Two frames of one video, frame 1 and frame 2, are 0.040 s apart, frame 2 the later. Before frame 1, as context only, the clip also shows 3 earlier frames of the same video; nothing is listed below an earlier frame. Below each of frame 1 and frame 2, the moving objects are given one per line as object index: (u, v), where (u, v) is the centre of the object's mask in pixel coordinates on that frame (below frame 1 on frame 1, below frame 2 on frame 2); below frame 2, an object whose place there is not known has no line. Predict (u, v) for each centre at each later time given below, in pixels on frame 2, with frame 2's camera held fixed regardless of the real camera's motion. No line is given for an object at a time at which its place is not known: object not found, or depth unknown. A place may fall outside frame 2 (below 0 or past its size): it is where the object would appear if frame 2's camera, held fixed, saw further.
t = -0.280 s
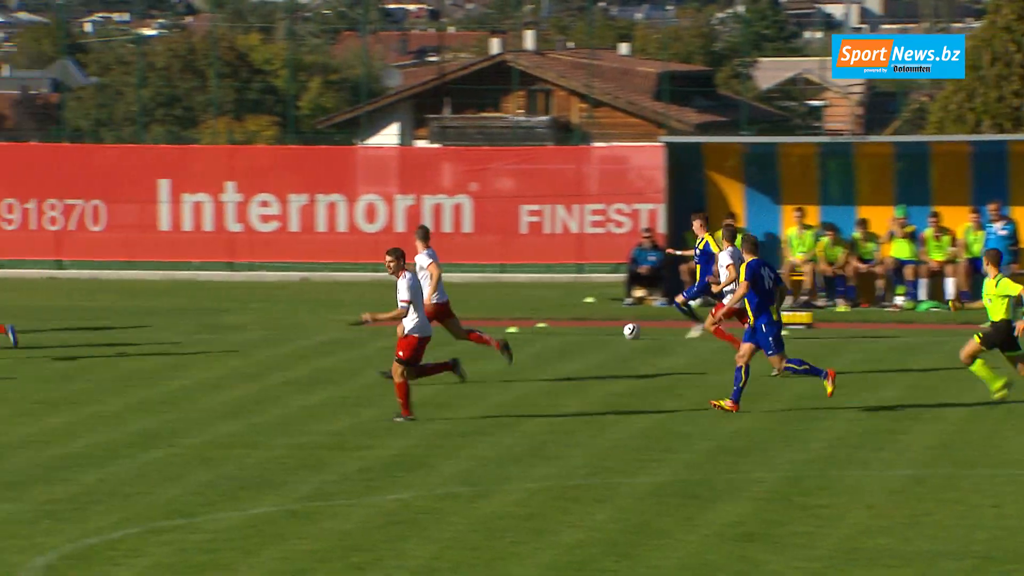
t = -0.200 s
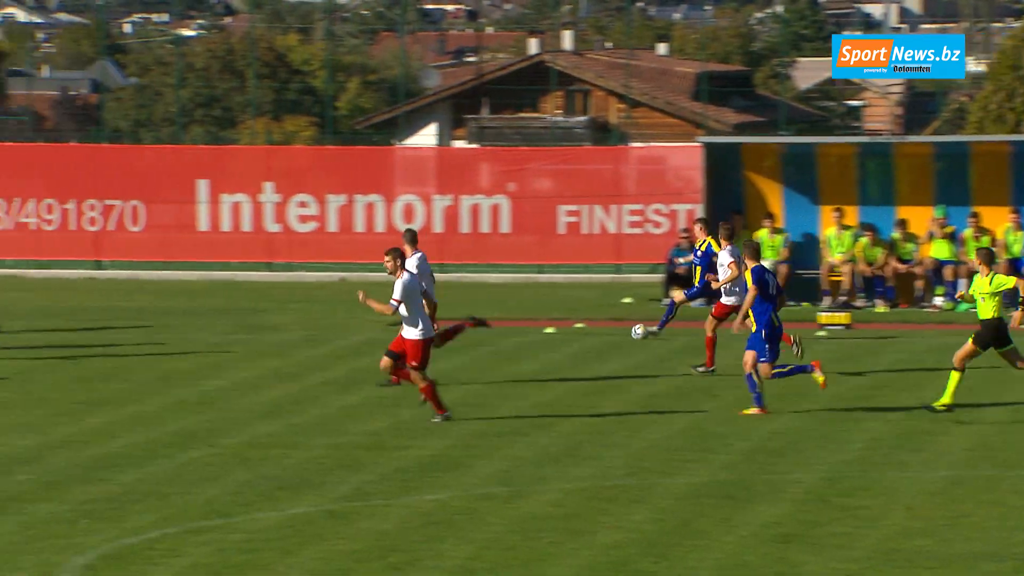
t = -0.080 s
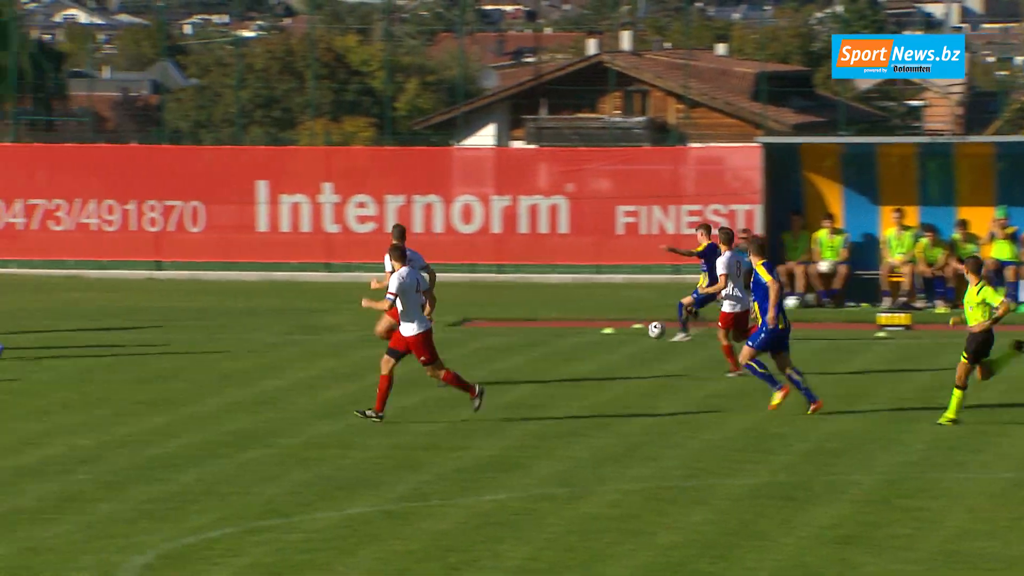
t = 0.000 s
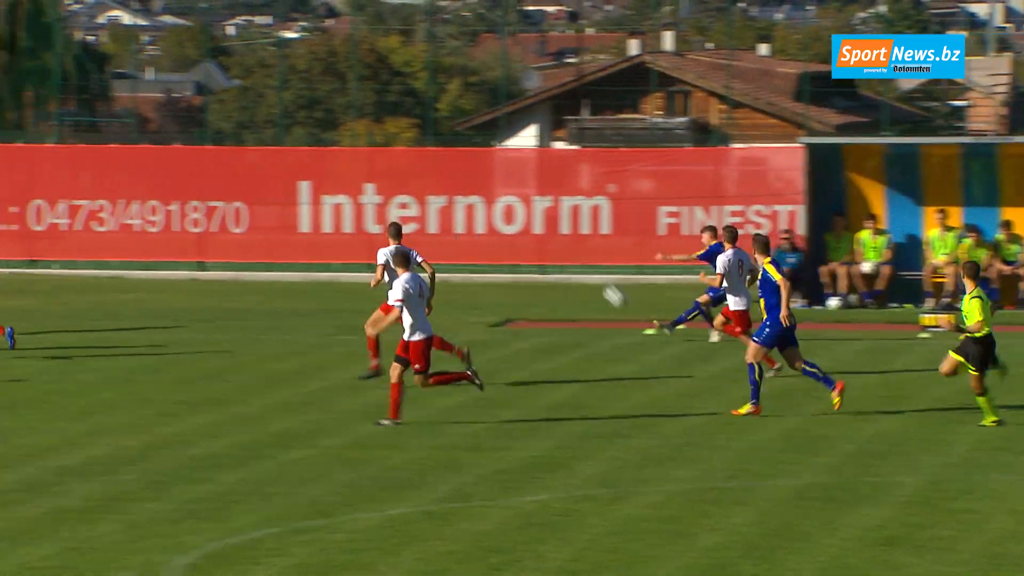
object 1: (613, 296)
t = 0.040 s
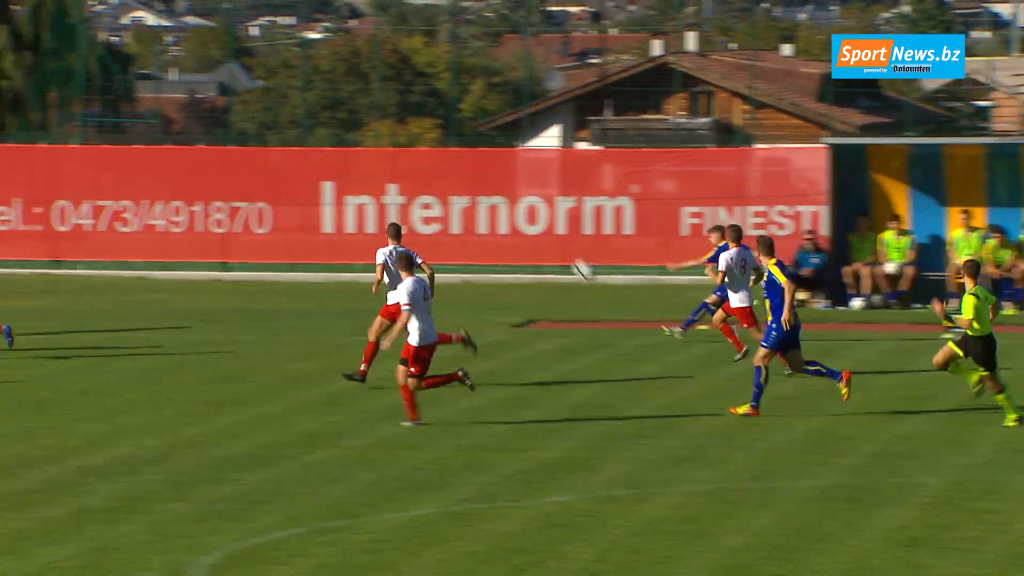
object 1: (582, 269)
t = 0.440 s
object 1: (38, 36)
